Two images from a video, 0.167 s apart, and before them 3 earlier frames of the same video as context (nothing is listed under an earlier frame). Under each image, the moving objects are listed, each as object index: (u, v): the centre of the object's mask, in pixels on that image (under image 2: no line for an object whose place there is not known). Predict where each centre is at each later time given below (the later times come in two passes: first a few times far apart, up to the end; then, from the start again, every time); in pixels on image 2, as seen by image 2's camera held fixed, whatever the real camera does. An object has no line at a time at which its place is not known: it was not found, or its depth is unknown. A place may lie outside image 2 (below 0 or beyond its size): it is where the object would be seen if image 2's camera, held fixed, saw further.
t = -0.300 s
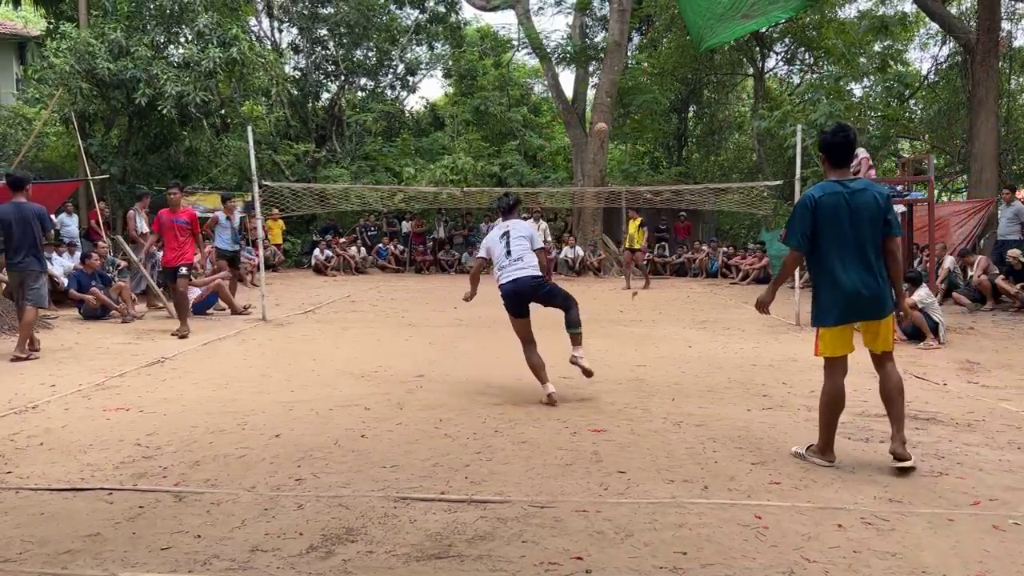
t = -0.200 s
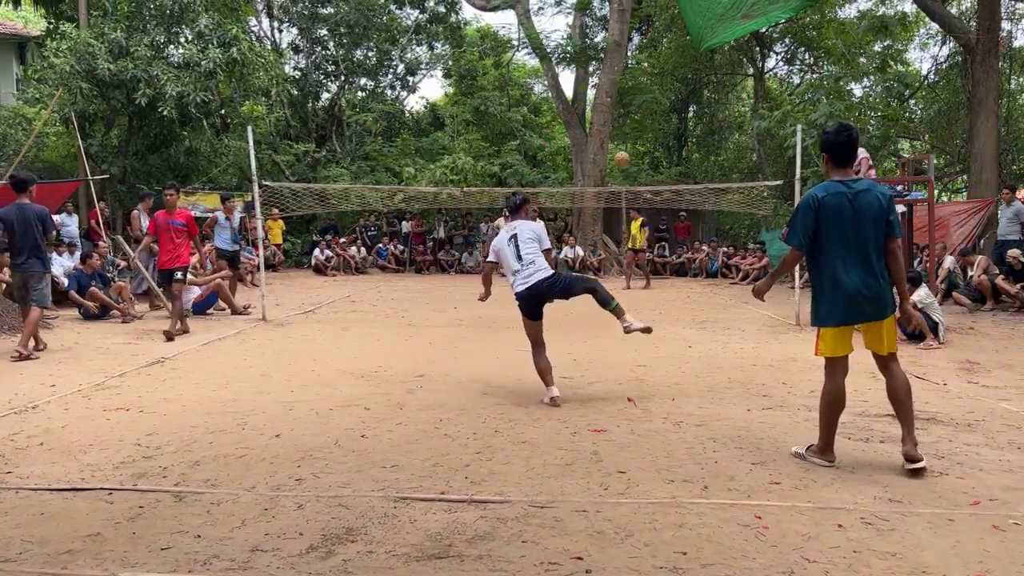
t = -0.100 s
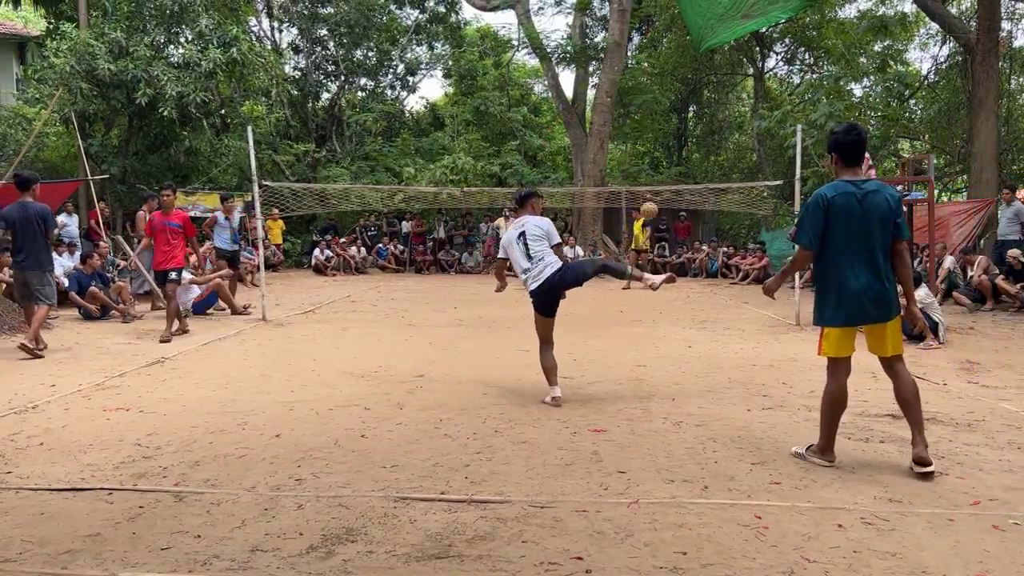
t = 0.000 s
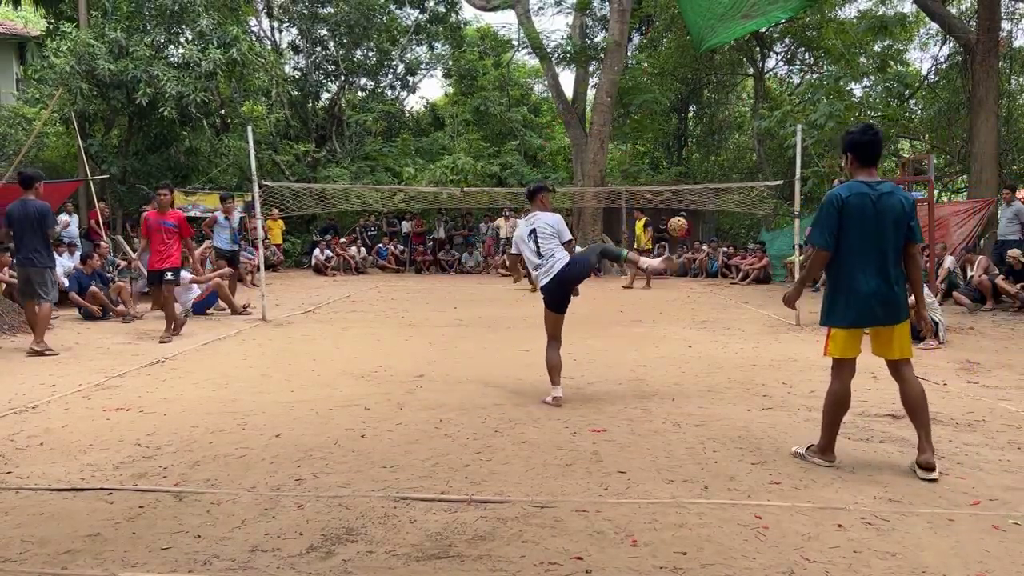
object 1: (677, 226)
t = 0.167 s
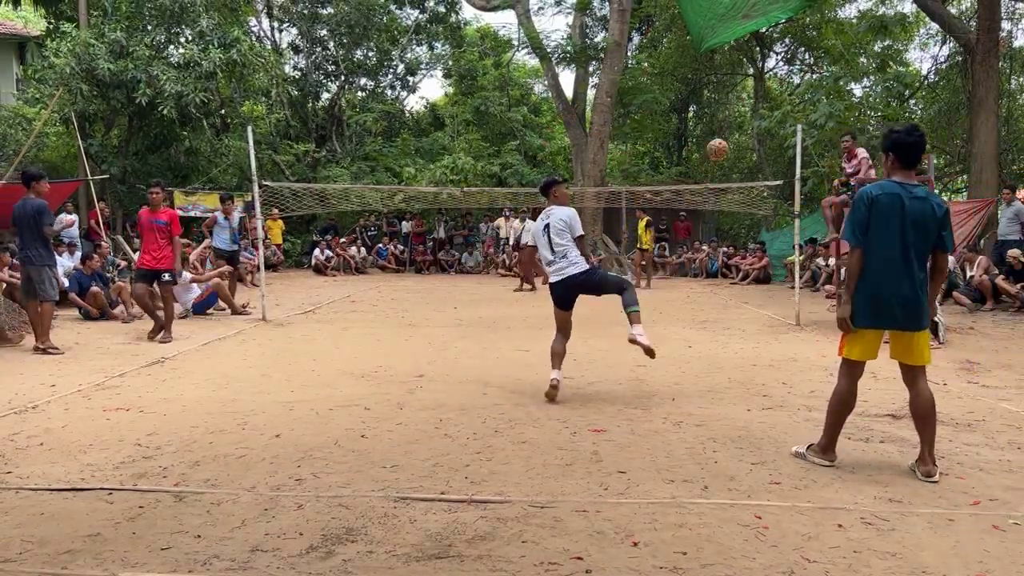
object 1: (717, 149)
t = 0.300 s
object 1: (752, 111)
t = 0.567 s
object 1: (835, 117)
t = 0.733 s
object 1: (896, 192)
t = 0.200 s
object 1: (725, 137)
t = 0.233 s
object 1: (733, 127)
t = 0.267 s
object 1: (743, 119)
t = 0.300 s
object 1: (752, 111)
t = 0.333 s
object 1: (762, 107)
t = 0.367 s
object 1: (770, 103)
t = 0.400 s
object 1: (782, 100)
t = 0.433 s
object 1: (792, 100)
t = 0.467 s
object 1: (802, 100)
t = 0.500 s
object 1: (813, 104)
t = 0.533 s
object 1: (824, 110)
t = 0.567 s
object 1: (835, 117)
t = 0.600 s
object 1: (847, 129)
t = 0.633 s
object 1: (859, 140)
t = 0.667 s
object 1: (871, 155)
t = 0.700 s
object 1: (883, 171)
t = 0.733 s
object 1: (896, 192)
